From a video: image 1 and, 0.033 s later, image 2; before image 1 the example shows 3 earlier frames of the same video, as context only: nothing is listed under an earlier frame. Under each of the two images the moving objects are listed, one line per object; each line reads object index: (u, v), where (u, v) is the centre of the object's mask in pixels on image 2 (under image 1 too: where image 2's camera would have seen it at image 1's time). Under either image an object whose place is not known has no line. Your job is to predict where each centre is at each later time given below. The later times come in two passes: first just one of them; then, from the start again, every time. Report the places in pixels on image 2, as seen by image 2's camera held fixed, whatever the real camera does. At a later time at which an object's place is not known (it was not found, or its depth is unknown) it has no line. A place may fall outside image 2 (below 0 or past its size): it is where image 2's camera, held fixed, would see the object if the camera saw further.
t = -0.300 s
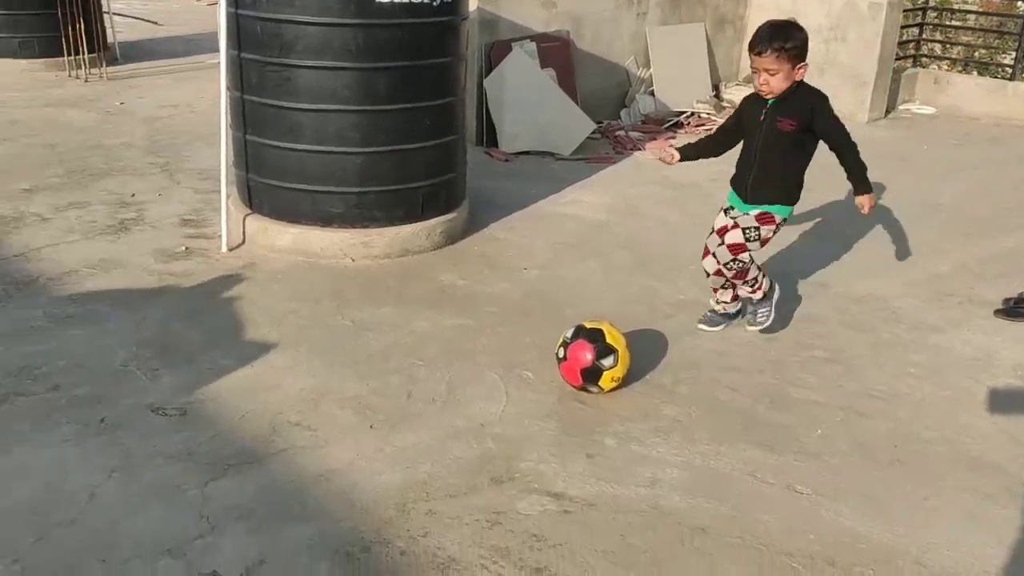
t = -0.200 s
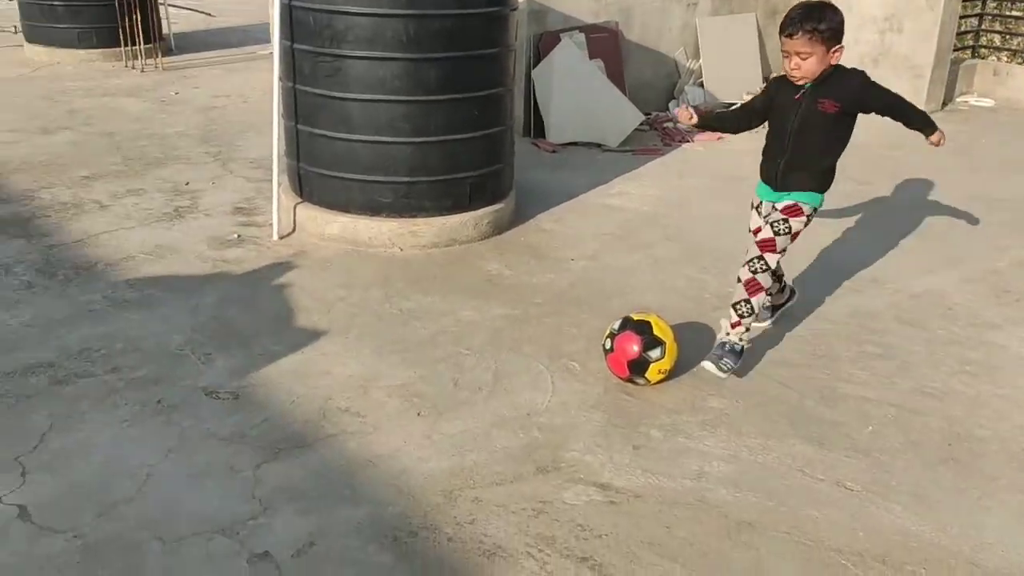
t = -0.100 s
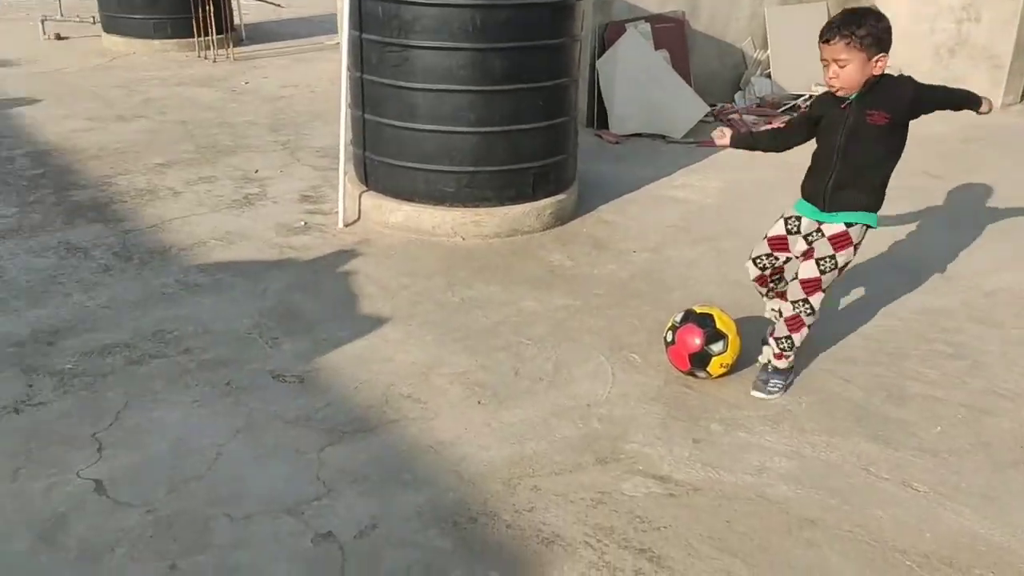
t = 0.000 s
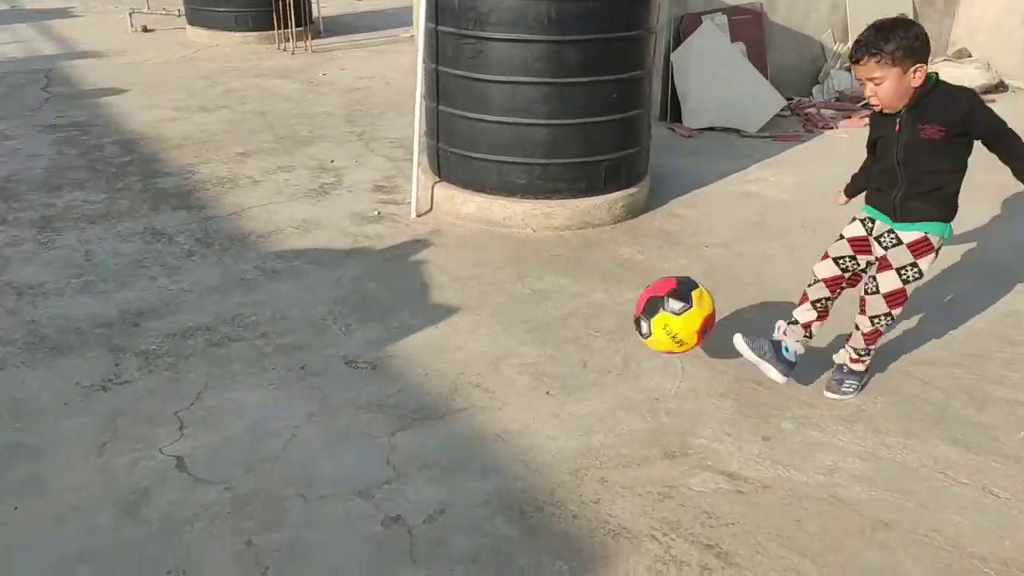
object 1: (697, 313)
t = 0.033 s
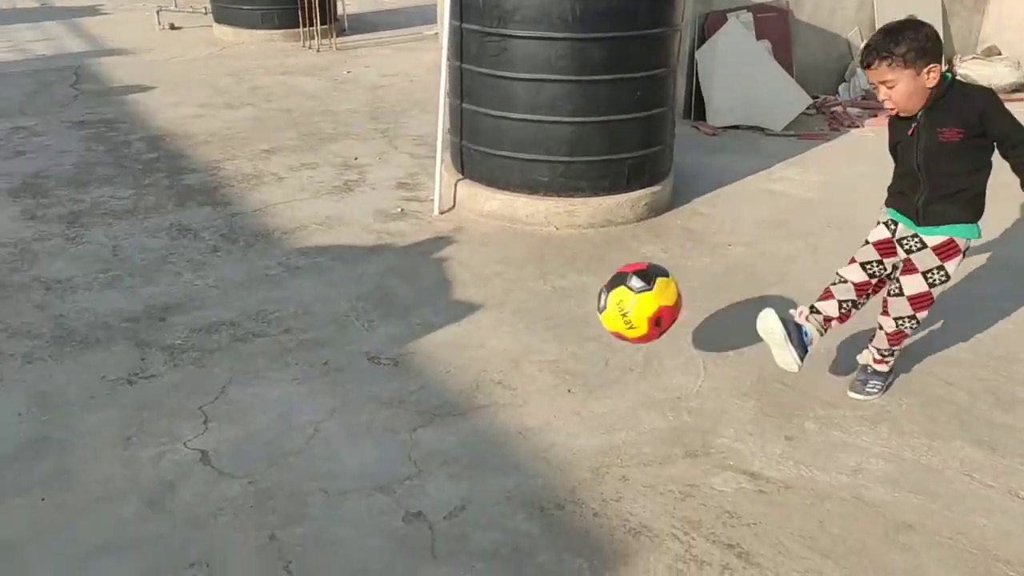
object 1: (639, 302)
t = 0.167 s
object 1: (374, 293)
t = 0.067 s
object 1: (578, 294)
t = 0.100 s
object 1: (513, 290)
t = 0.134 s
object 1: (445, 289)
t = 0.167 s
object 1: (374, 293)
